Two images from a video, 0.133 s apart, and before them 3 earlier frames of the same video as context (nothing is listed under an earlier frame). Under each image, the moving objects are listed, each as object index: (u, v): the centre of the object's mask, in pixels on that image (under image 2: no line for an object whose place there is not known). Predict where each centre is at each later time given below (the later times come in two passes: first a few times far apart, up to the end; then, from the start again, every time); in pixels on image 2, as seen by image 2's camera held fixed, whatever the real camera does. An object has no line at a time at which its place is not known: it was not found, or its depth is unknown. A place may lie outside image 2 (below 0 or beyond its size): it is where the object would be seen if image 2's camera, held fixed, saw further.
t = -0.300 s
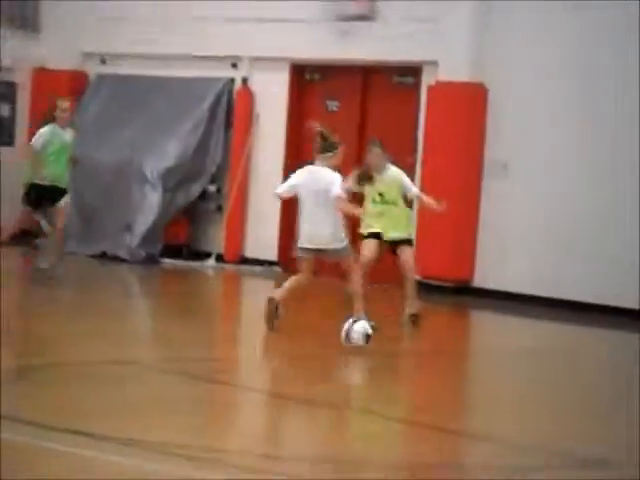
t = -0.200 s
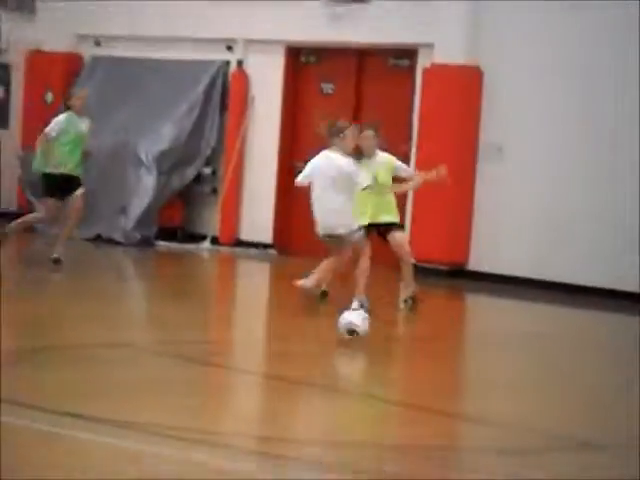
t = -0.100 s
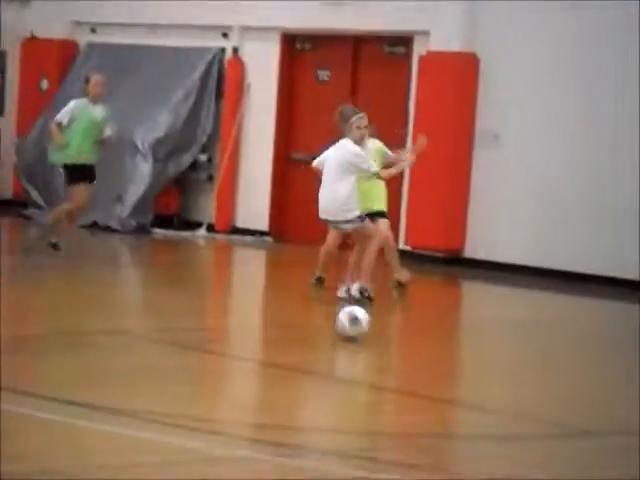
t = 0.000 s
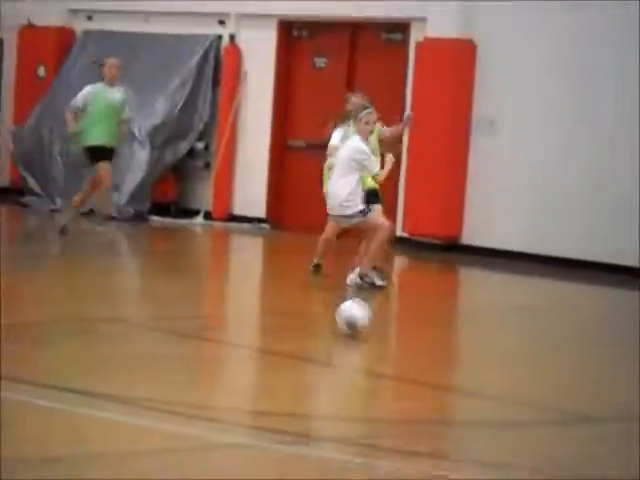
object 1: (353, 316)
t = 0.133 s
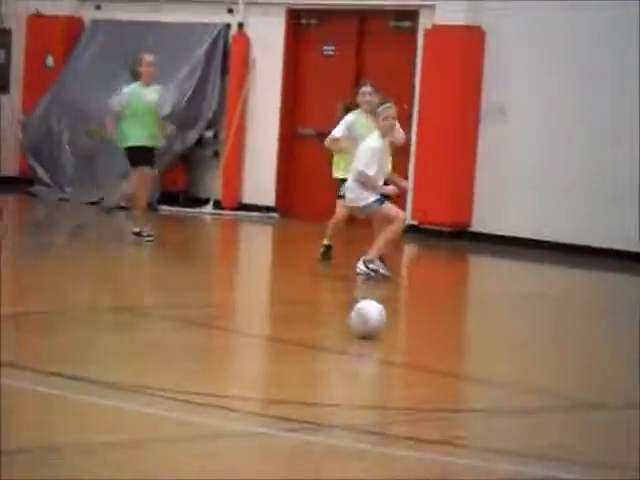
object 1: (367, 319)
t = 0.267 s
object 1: (373, 331)
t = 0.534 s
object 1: (389, 358)
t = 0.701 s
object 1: (399, 381)
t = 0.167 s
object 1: (369, 321)
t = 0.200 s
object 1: (371, 324)
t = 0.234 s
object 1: (372, 328)
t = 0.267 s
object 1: (373, 331)
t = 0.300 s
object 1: (376, 335)
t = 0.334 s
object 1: (378, 337)
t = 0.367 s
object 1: (379, 342)
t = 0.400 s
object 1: (380, 345)
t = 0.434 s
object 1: (382, 348)
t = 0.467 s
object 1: (384, 351)
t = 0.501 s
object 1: (386, 355)
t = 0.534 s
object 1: (389, 358)
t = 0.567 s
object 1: (390, 364)
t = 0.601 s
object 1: (391, 368)
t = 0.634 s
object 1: (394, 372)
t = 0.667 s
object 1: (398, 376)
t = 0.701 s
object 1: (399, 381)
